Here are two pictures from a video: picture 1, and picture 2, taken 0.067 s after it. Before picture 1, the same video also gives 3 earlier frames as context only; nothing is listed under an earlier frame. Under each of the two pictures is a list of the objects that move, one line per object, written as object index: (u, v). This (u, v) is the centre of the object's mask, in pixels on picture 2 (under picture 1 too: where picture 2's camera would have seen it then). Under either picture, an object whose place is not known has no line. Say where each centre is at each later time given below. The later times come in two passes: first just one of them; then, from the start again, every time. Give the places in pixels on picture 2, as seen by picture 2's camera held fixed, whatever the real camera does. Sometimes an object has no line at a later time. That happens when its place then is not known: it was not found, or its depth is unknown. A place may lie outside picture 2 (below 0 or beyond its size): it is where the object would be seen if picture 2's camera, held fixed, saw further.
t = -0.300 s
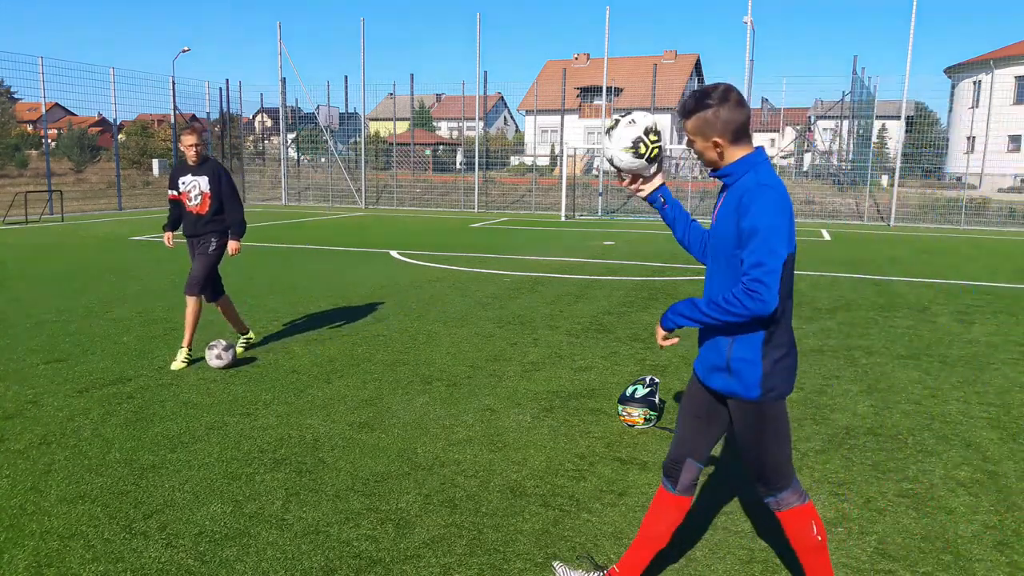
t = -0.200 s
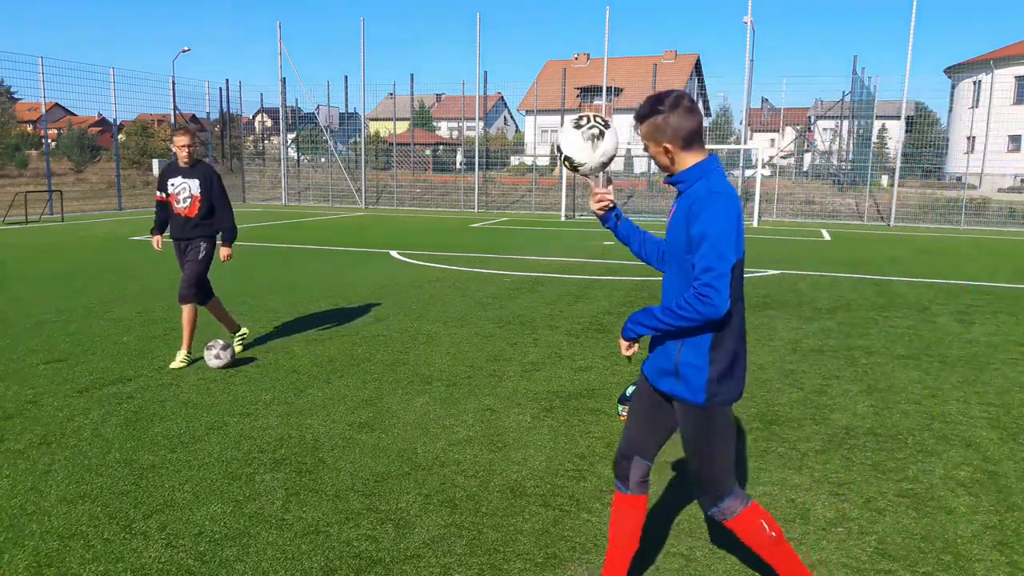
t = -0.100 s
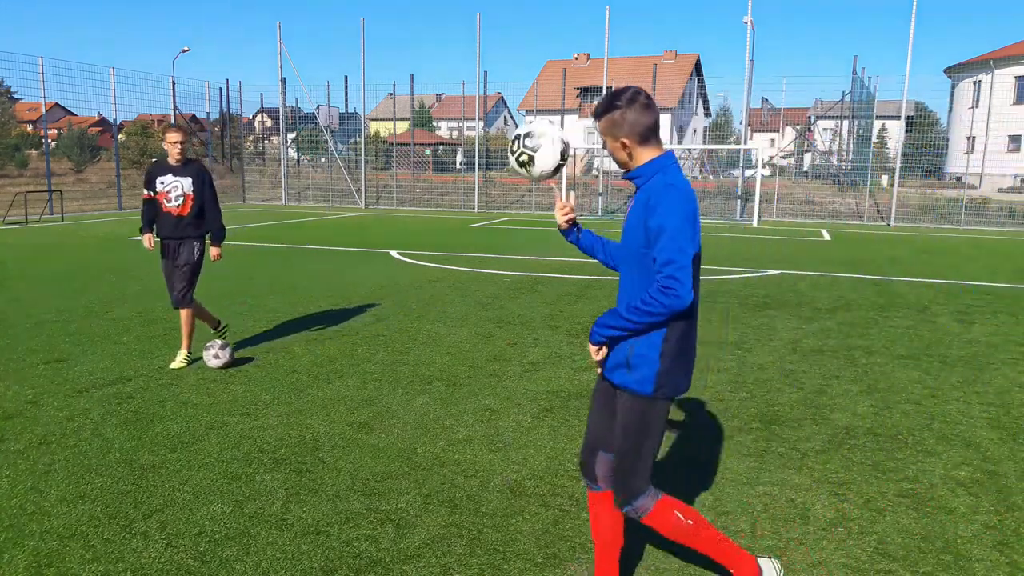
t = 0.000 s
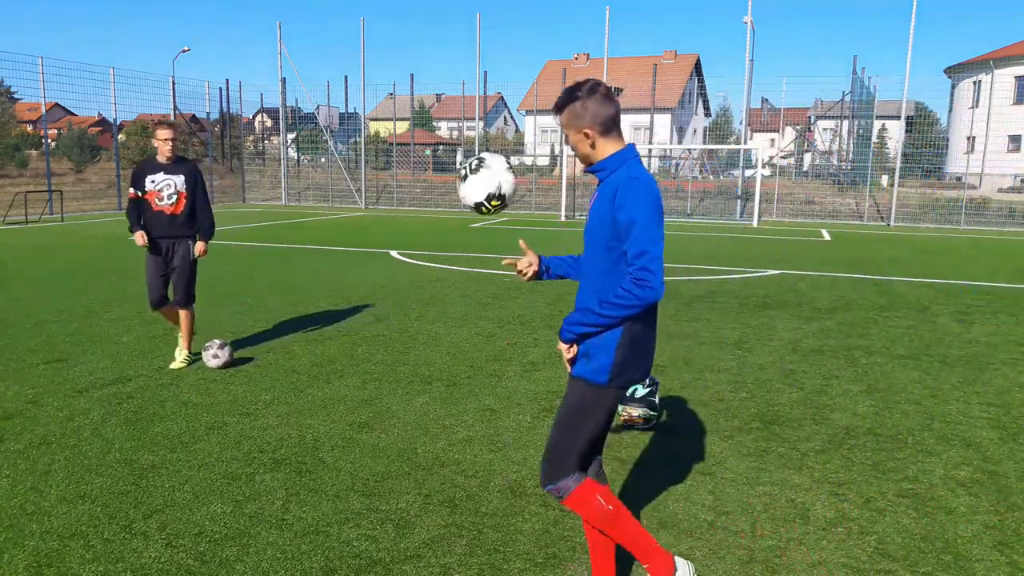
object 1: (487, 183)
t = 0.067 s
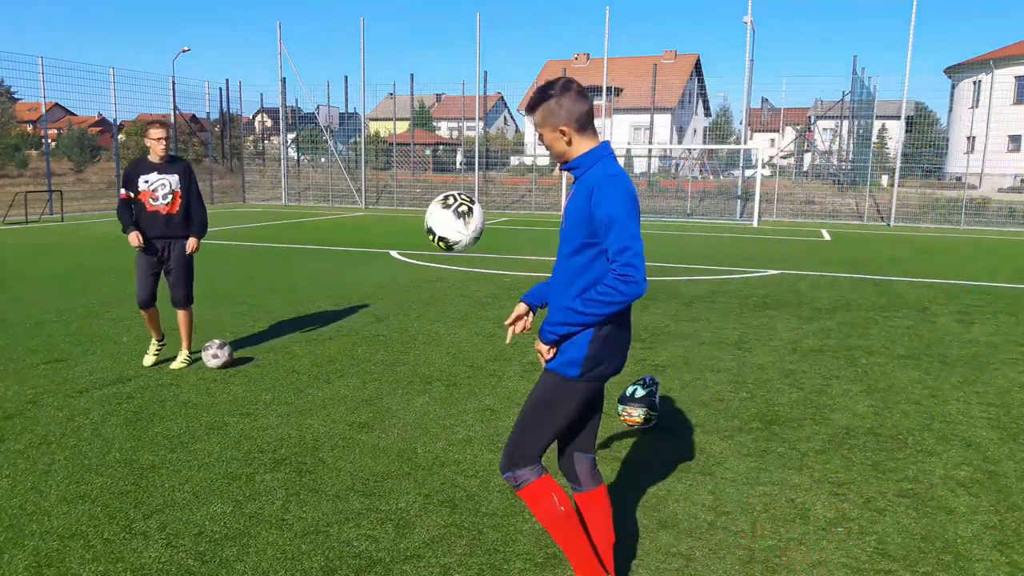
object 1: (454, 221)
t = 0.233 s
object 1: (373, 368)
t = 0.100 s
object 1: (438, 245)
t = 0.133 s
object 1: (423, 271)
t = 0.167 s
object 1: (406, 301)
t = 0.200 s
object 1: (390, 332)
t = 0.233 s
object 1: (373, 368)
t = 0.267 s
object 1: (357, 407)
